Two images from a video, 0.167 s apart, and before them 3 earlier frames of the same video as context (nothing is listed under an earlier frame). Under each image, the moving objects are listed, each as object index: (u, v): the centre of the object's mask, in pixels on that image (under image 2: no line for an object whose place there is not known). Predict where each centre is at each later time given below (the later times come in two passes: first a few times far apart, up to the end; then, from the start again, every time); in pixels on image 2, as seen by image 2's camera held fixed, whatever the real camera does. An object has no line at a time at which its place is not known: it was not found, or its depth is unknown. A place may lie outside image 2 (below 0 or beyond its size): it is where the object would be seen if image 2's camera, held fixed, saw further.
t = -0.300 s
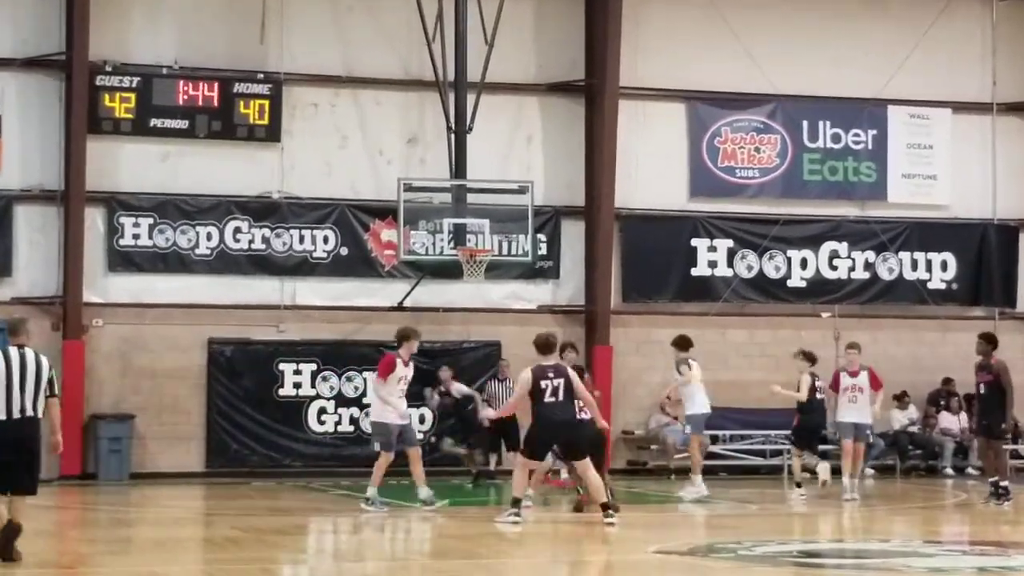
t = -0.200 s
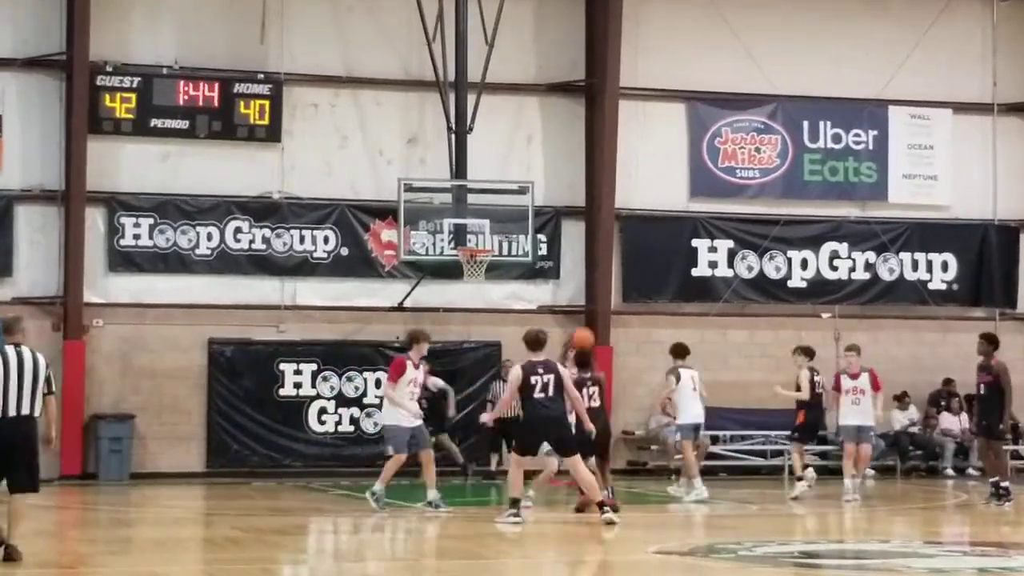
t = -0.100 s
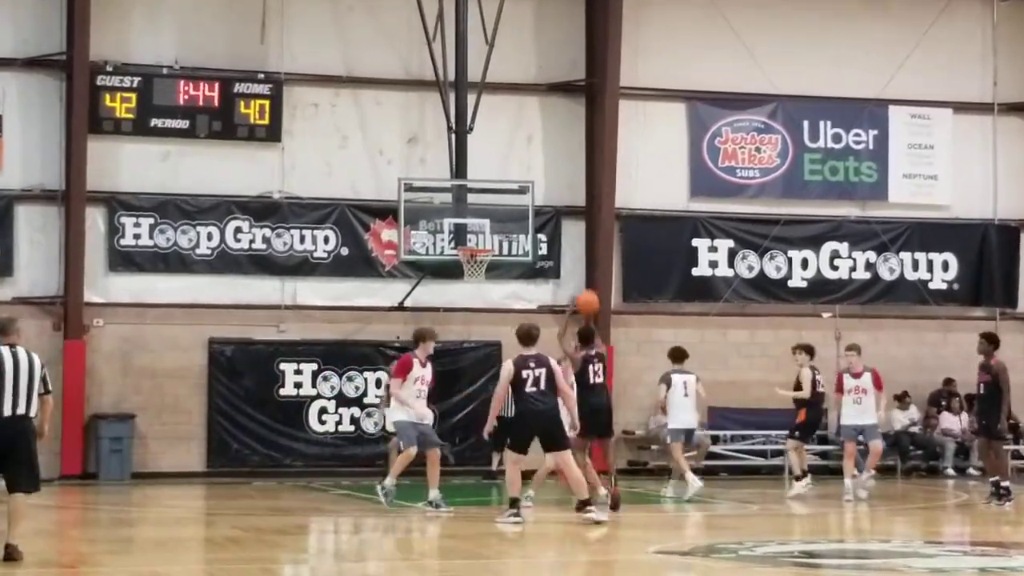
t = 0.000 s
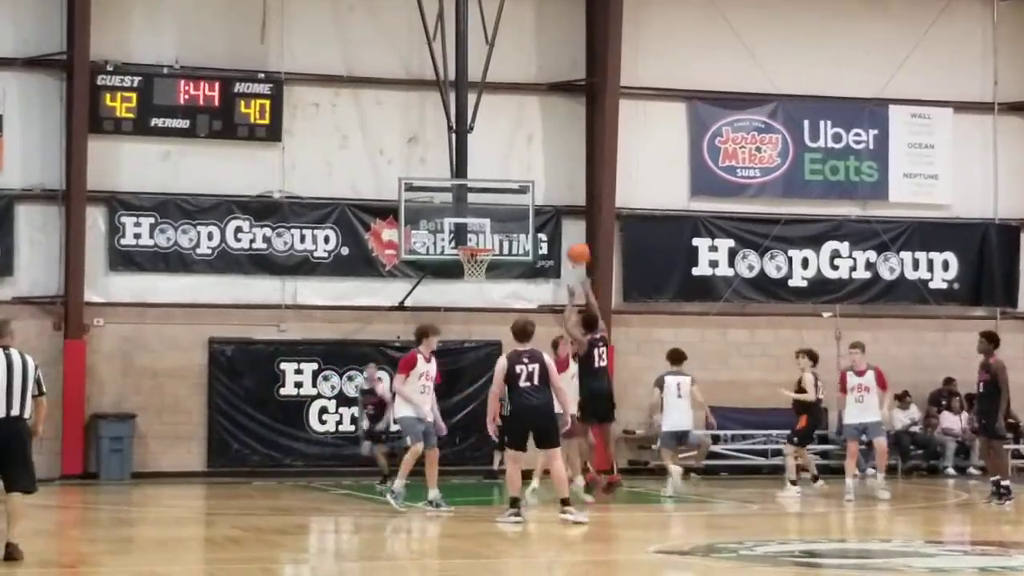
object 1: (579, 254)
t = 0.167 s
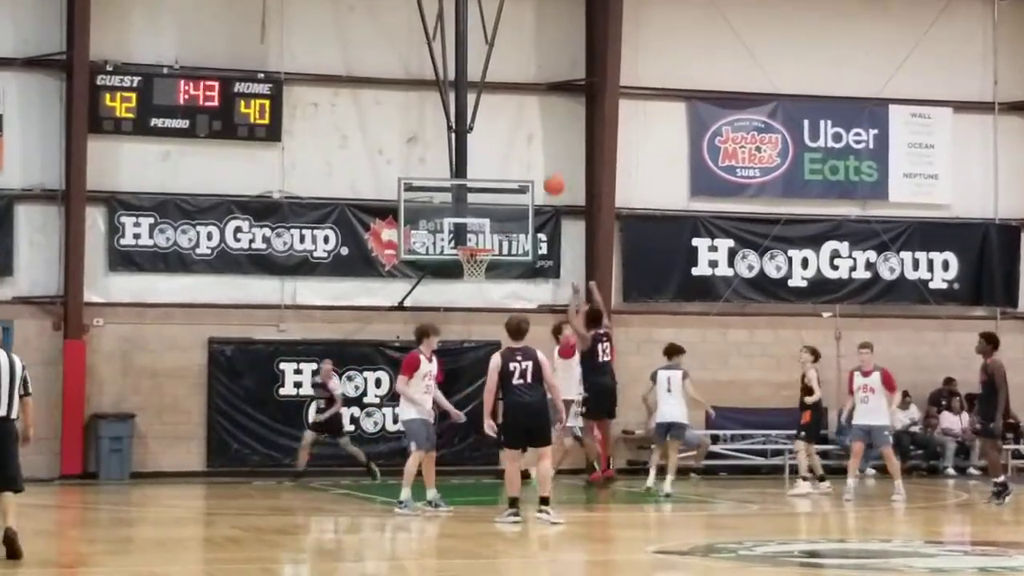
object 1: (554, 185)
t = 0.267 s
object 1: (541, 157)
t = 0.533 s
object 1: (508, 129)
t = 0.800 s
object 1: (480, 160)
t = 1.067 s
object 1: (457, 238)
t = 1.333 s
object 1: (449, 191)
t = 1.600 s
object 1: (450, 191)
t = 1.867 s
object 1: (452, 247)
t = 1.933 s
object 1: (452, 270)
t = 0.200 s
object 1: (549, 175)
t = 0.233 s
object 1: (545, 166)
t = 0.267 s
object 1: (541, 157)
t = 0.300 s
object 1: (536, 150)
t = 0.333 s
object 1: (532, 144)
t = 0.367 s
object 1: (527, 139)
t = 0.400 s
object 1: (524, 135)
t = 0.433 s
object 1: (520, 132)
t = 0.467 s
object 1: (516, 130)
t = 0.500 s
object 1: (512, 129)
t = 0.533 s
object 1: (508, 129)
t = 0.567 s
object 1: (504, 130)
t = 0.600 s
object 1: (501, 131)
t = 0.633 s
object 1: (497, 134)
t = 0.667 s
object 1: (494, 138)
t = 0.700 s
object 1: (490, 142)
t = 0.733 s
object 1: (487, 147)
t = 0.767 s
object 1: (483, 153)
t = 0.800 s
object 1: (480, 160)
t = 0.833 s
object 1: (477, 168)
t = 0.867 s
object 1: (474, 176)
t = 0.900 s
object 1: (471, 185)
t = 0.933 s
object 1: (467, 195)
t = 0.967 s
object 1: (465, 205)
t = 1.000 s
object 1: (462, 216)
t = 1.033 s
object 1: (460, 229)
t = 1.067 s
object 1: (457, 238)
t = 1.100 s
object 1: (454, 232)
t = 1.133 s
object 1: (451, 224)
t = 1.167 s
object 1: (449, 216)
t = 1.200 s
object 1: (448, 210)
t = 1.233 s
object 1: (448, 205)
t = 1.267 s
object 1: (448, 199)
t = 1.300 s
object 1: (448, 194)
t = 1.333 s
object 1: (449, 191)
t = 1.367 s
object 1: (449, 189)
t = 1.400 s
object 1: (449, 186)
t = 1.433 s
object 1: (449, 186)
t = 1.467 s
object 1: (449, 185)
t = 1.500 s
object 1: (450, 186)
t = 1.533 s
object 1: (450, 187)
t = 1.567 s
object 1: (450, 188)
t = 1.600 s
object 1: (450, 191)
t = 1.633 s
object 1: (451, 194)
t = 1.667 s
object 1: (452, 199)
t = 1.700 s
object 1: (452, 204)
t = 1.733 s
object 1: (451, 211)
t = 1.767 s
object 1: (452, 218)
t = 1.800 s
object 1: (452, 228)
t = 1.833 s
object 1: (452, 238)
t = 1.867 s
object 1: (452, 247)
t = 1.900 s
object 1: (452, 259)
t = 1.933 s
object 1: (452, 270)
